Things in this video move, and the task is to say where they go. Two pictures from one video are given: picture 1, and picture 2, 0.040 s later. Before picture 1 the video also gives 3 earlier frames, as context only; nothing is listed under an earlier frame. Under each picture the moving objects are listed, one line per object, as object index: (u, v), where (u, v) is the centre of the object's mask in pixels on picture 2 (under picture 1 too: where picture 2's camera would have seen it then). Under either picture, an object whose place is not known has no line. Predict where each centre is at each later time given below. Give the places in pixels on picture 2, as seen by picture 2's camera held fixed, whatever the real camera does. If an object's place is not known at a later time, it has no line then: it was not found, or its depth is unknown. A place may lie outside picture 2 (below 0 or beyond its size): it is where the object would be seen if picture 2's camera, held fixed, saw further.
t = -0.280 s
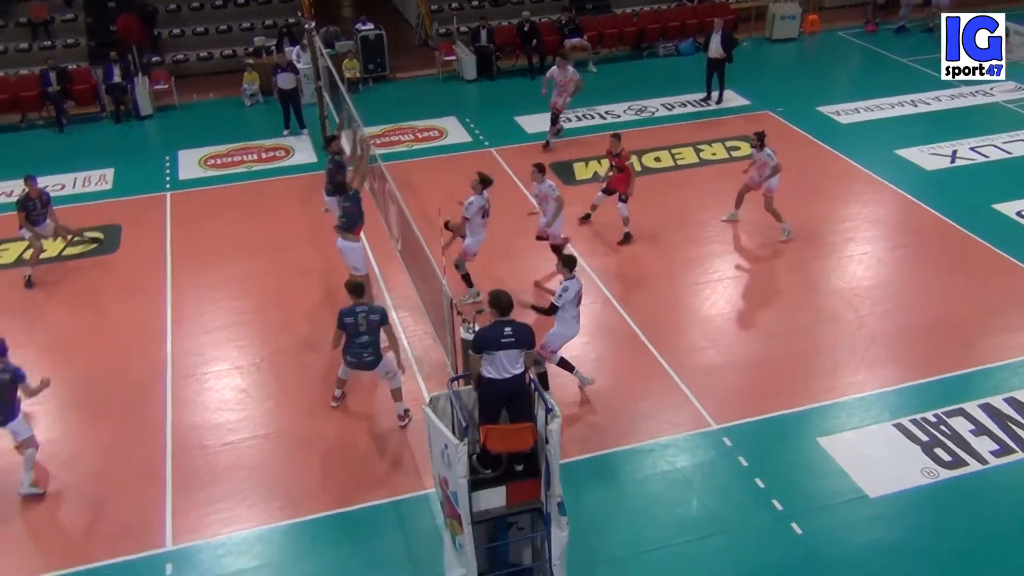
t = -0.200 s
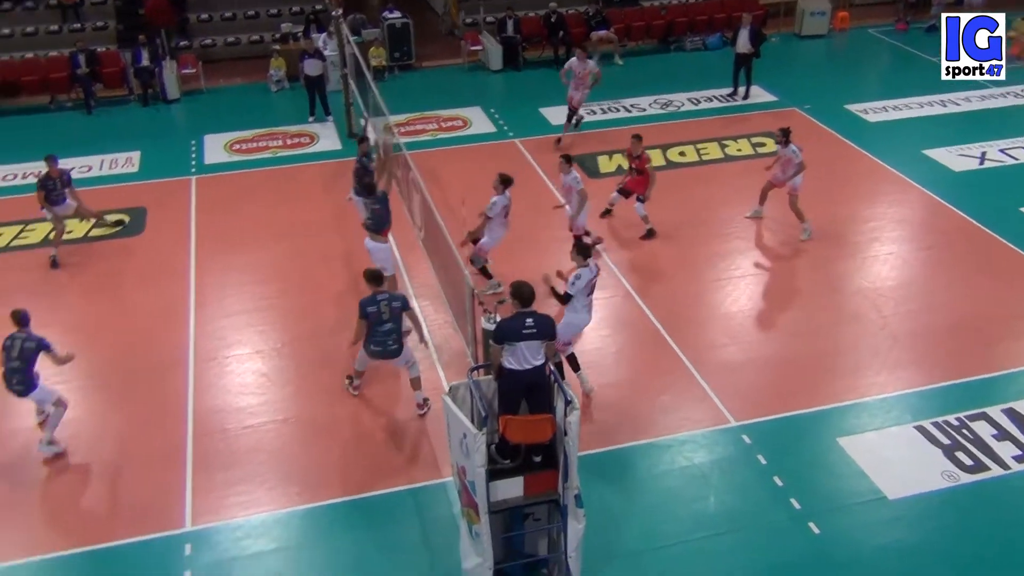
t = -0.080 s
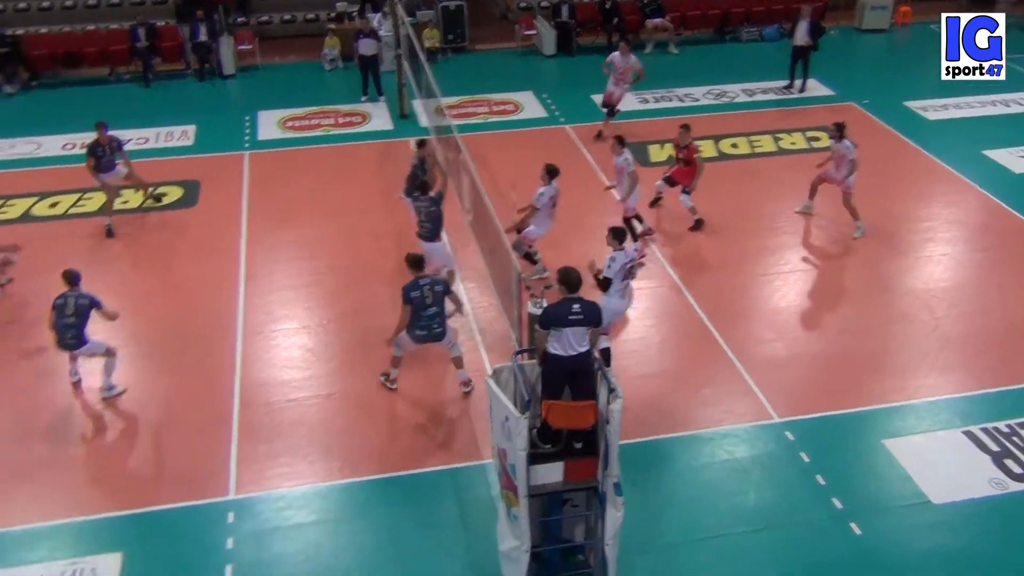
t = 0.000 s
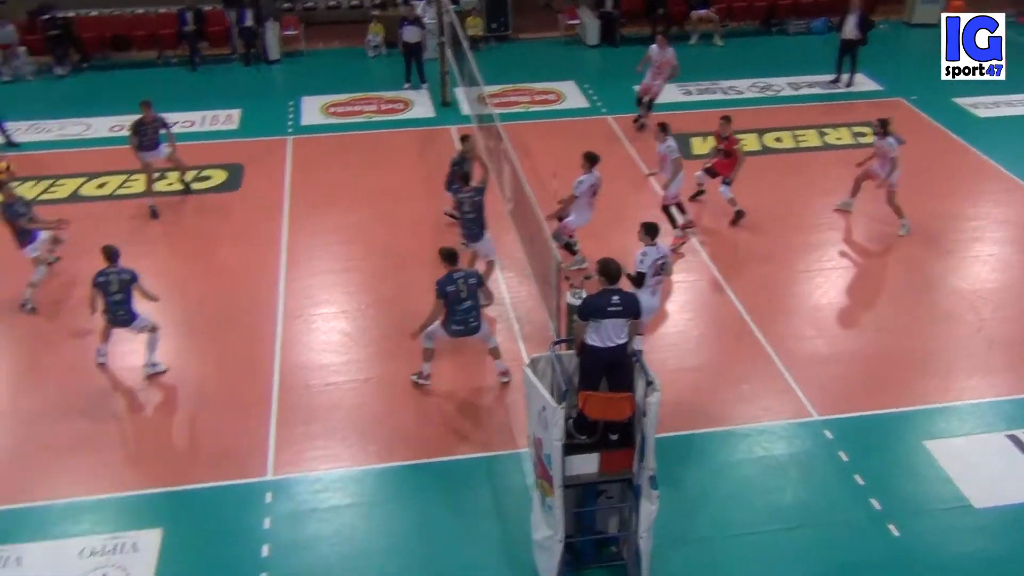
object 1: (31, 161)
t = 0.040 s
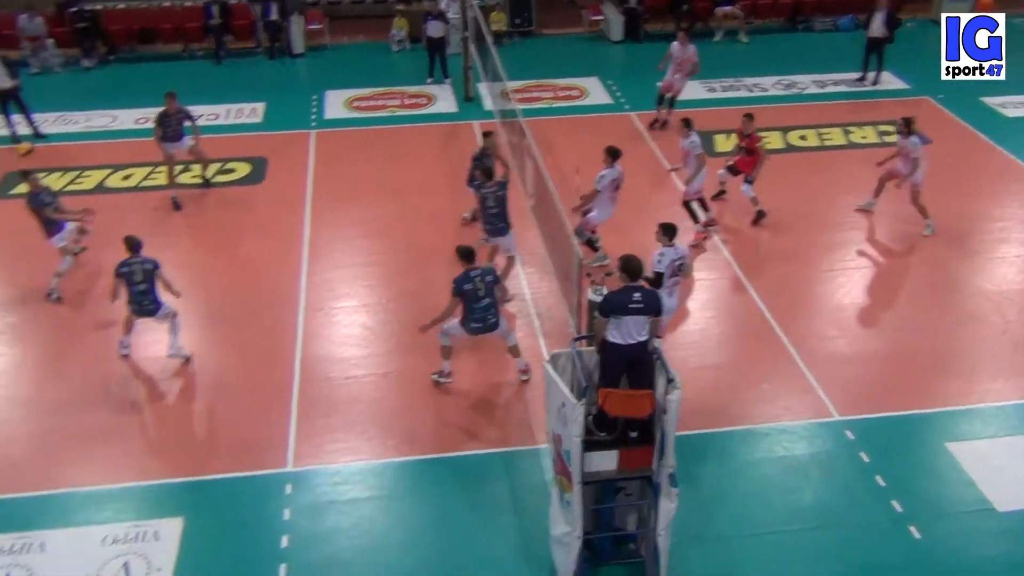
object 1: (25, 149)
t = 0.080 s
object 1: (21, 141)
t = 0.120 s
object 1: (13, 135)
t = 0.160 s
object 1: (5, 125)
